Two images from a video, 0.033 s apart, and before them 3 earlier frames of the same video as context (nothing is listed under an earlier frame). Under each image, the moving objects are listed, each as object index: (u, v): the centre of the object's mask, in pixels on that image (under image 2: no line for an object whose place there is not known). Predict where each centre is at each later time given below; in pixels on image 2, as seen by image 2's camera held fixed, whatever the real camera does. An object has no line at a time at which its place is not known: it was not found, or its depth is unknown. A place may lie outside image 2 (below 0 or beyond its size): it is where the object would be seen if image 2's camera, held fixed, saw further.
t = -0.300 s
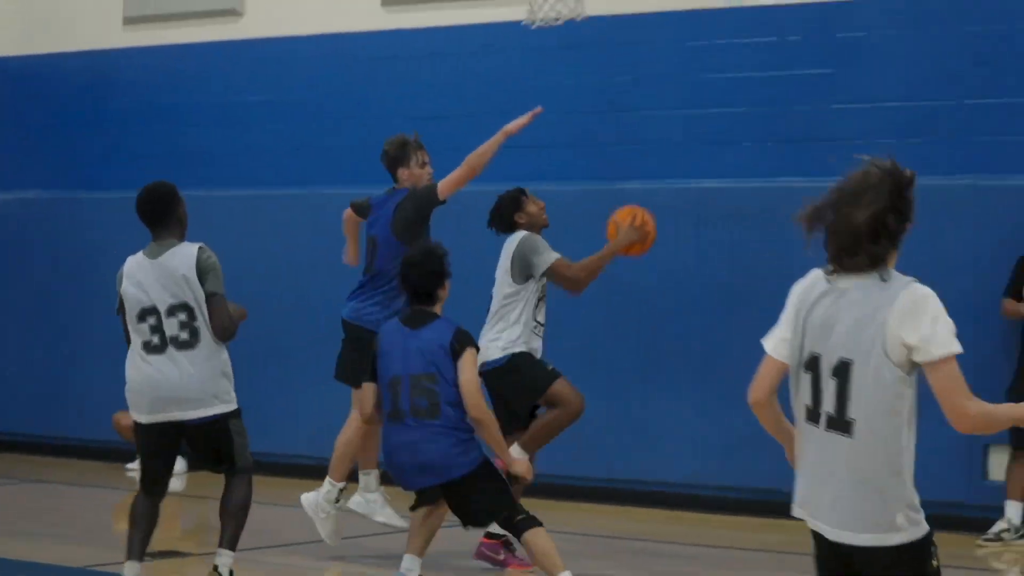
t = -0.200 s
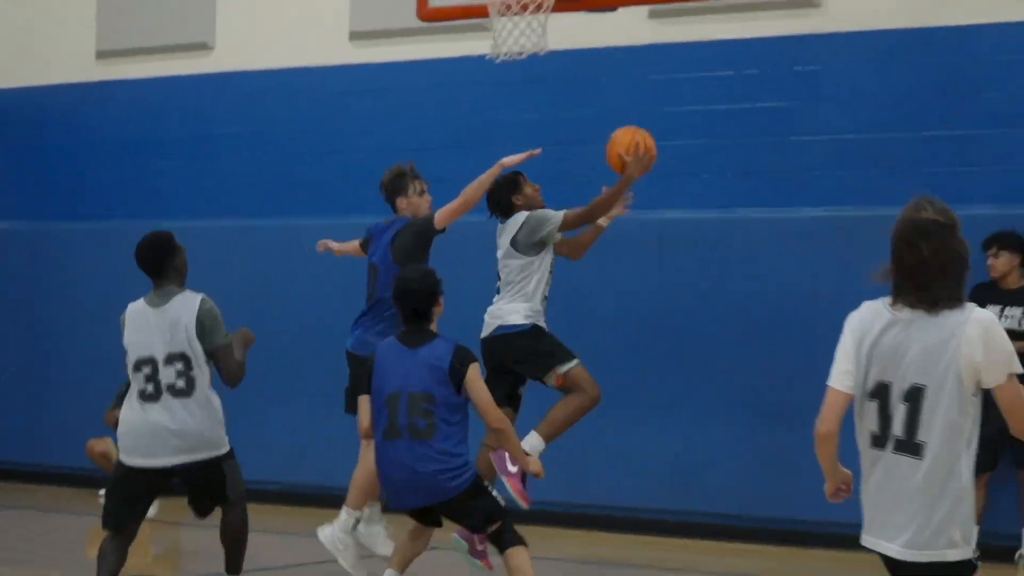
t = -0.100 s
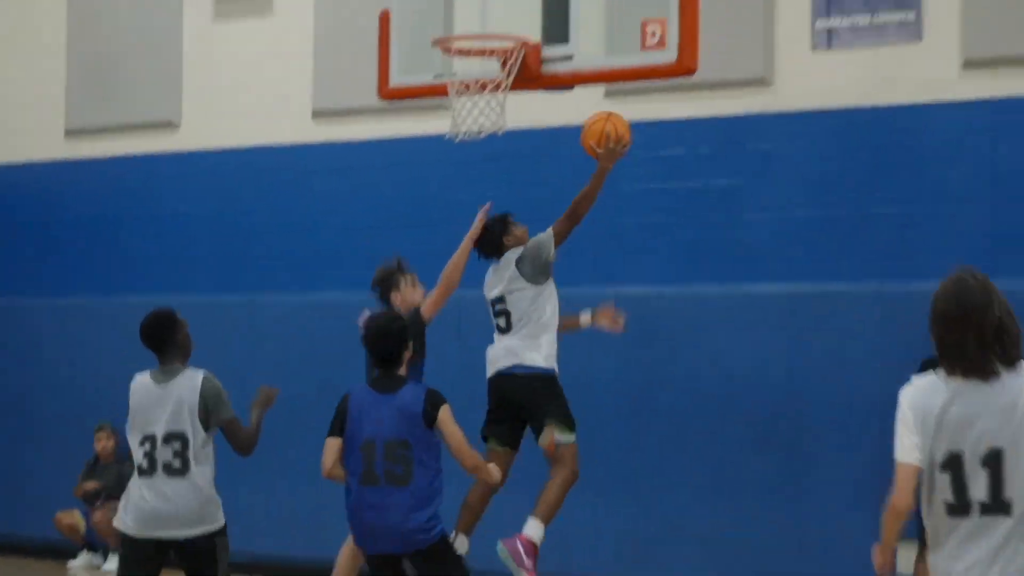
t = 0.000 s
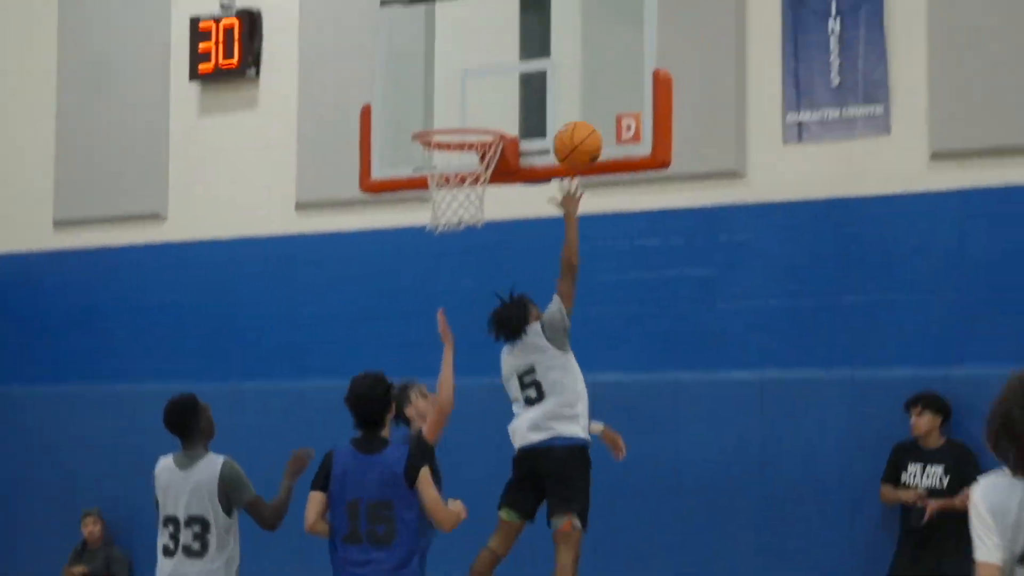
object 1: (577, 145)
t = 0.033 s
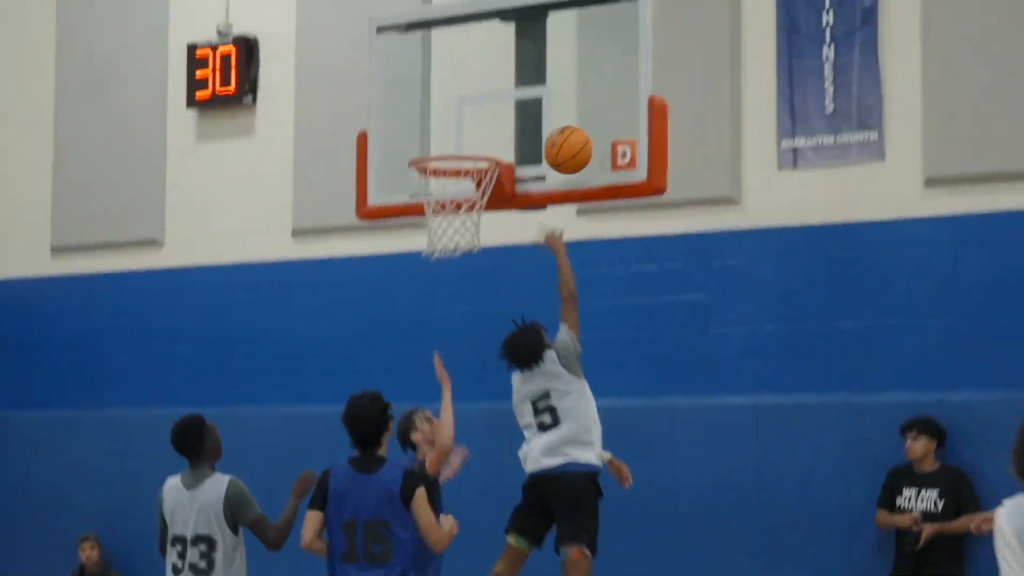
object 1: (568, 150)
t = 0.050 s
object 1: (566, 139)
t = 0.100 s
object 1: (559, 110)
